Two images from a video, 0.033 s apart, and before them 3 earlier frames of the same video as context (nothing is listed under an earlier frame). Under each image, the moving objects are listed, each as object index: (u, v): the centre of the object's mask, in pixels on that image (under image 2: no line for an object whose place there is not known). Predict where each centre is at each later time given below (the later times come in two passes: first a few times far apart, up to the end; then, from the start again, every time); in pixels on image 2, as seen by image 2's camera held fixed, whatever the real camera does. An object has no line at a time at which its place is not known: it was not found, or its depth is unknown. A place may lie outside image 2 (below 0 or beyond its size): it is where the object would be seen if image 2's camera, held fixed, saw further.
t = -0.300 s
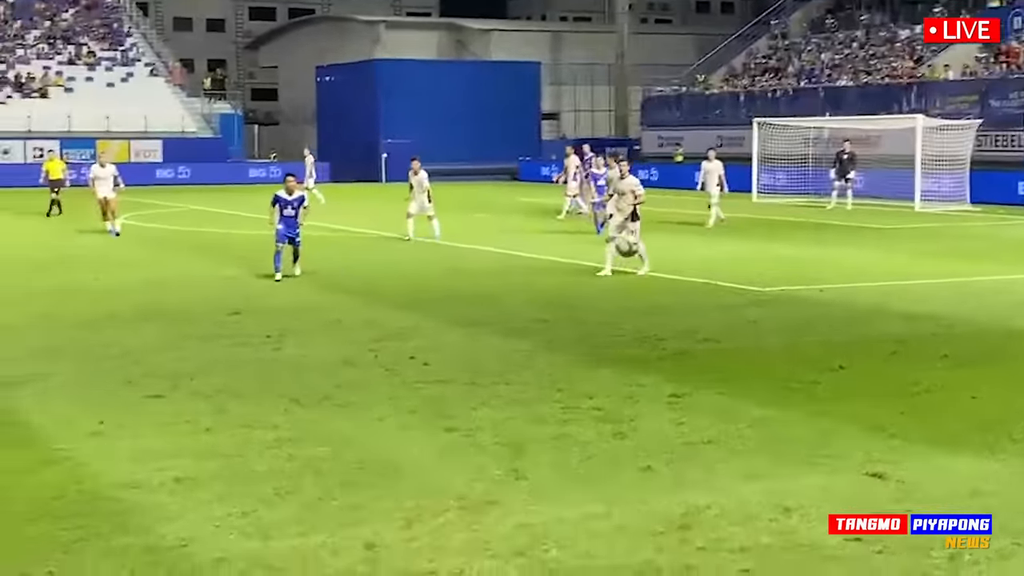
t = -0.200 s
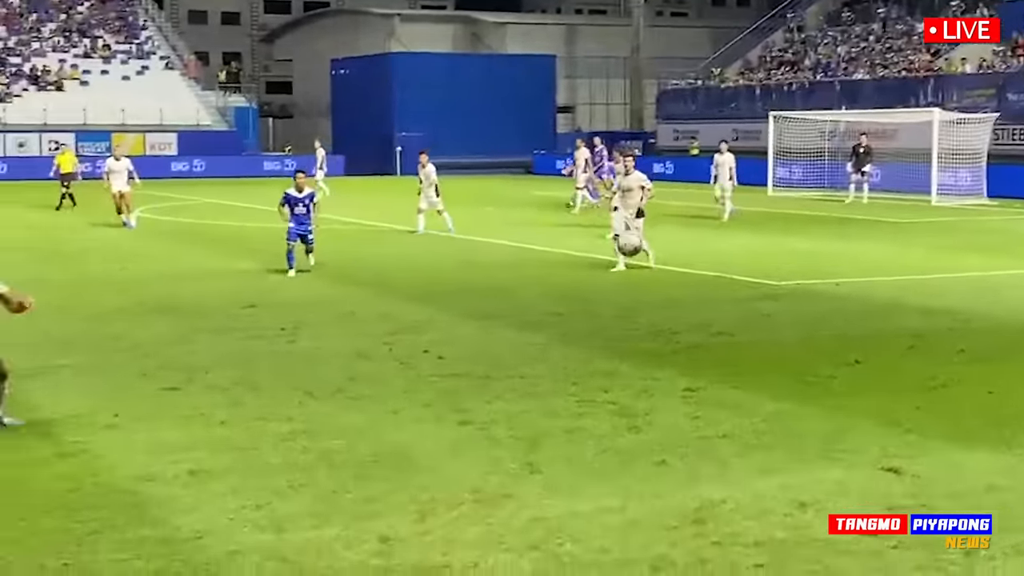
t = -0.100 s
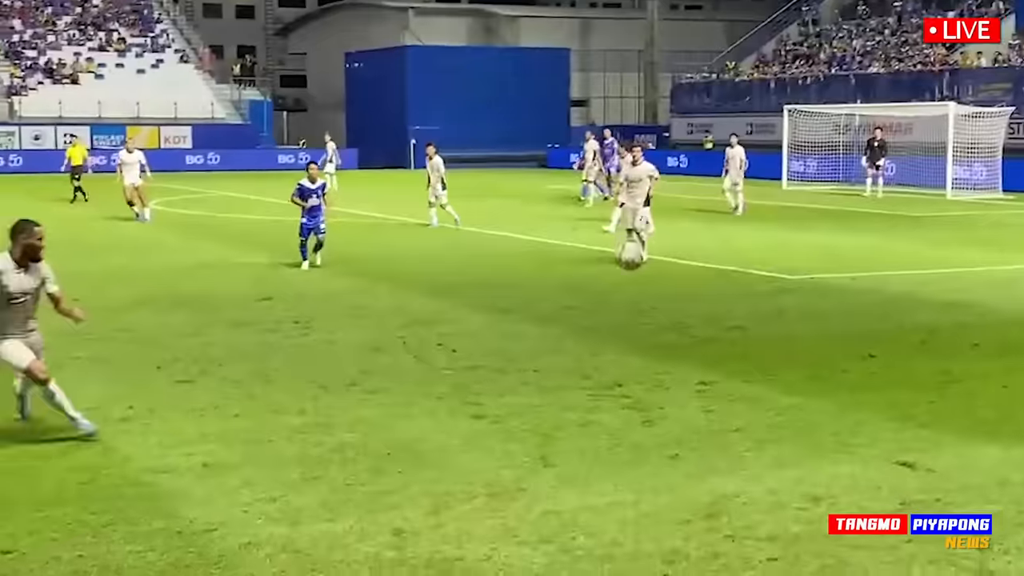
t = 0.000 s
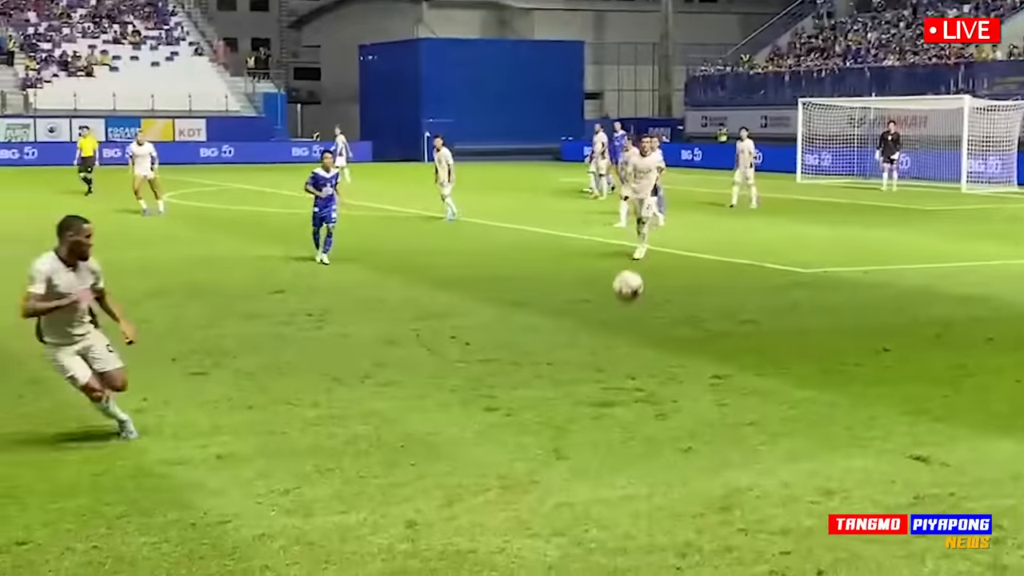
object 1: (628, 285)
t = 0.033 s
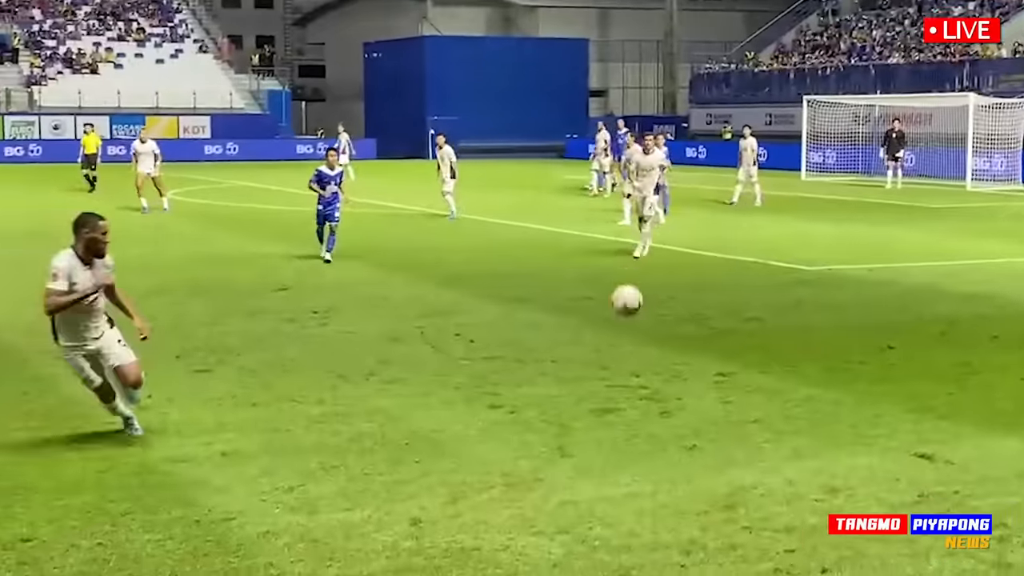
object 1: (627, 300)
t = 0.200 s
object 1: (594, 425)
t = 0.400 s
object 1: (523, 409)
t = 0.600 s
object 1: (427, 416)
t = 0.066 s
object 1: (621, 319)
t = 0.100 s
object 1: (615, 341)
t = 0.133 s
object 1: (608, 366)
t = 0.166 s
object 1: (601, 394)
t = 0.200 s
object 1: (594, 425)
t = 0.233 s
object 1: (586, 458)
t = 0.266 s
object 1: (574, 445)
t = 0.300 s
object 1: (563, 434)
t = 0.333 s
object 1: (550, 424)
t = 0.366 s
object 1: (537, 415)
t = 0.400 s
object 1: (523, 409)
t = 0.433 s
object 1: (509, 405)
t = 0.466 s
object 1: (494, 402)
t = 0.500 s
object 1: (478, 403)
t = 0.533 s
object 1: (462, 405)
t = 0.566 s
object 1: (445, 410)
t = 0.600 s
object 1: (427, 416)
